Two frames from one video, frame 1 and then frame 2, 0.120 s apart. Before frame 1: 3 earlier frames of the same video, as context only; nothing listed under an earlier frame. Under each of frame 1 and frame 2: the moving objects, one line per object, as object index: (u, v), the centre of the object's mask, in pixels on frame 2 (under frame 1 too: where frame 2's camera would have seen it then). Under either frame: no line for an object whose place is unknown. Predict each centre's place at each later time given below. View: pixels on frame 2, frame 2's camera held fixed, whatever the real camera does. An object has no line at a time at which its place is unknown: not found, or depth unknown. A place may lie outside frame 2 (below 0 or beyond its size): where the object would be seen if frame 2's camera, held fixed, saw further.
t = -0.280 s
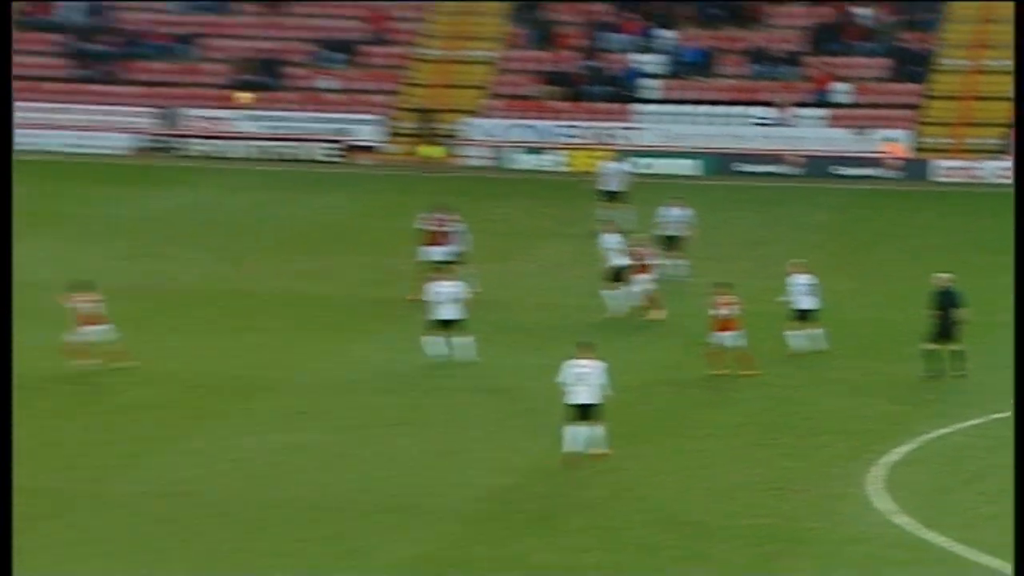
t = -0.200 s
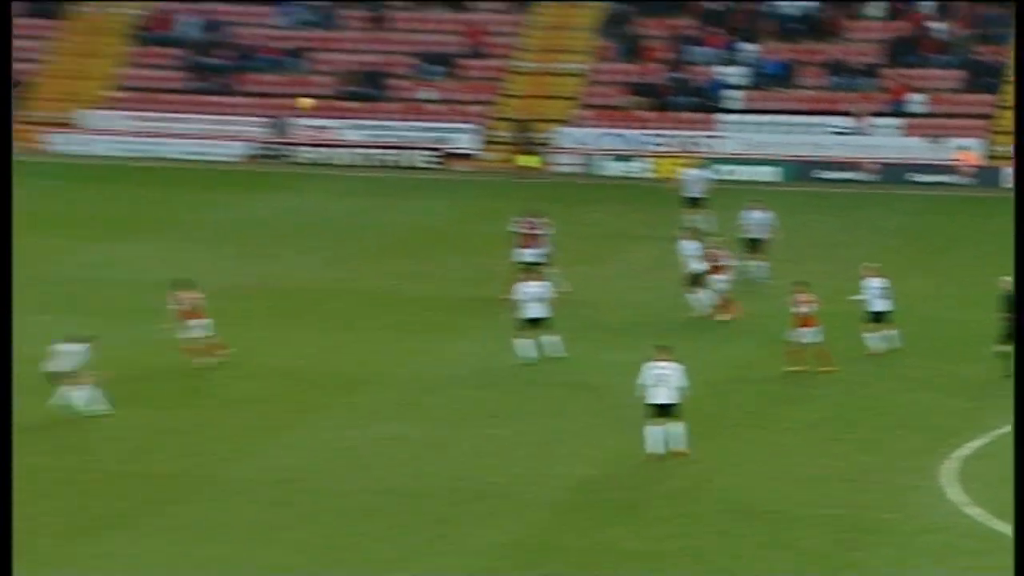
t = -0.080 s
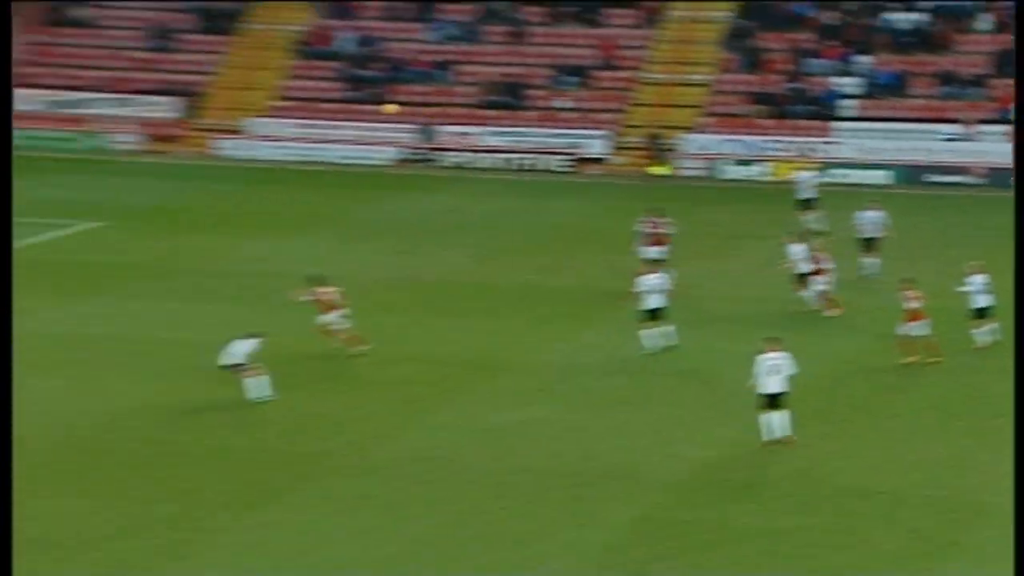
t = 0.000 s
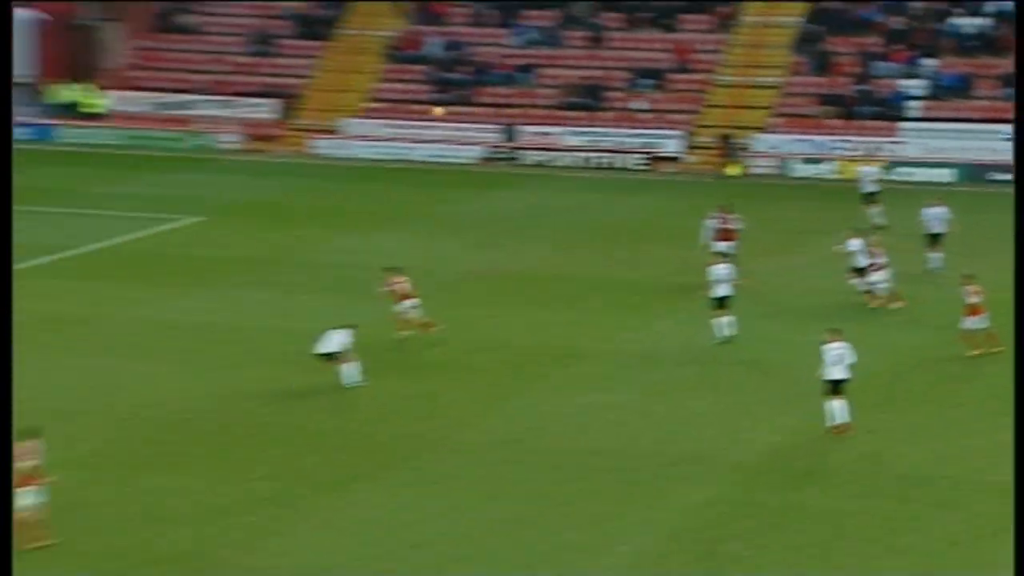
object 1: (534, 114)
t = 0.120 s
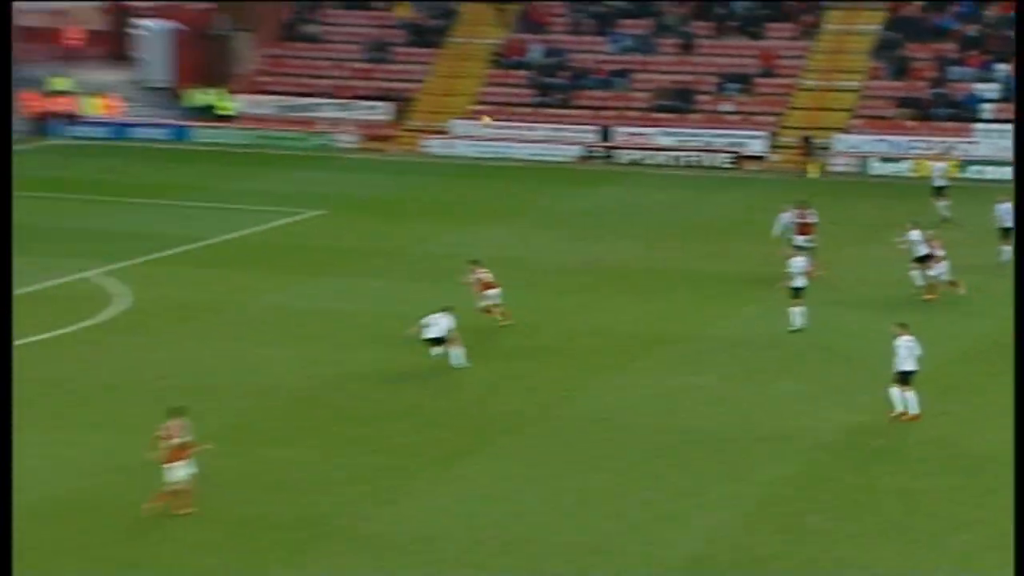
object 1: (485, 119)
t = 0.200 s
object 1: (452, 129)
